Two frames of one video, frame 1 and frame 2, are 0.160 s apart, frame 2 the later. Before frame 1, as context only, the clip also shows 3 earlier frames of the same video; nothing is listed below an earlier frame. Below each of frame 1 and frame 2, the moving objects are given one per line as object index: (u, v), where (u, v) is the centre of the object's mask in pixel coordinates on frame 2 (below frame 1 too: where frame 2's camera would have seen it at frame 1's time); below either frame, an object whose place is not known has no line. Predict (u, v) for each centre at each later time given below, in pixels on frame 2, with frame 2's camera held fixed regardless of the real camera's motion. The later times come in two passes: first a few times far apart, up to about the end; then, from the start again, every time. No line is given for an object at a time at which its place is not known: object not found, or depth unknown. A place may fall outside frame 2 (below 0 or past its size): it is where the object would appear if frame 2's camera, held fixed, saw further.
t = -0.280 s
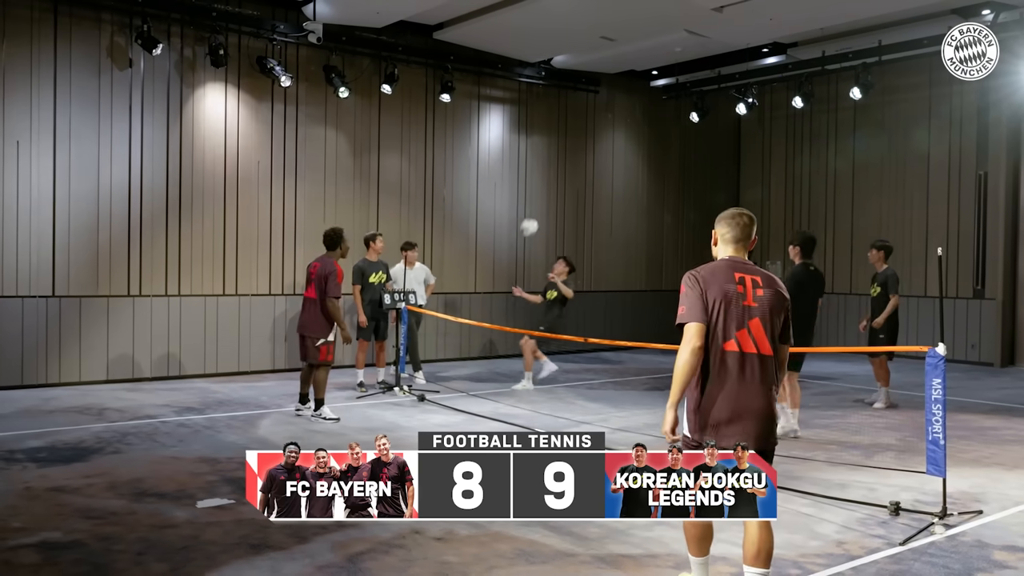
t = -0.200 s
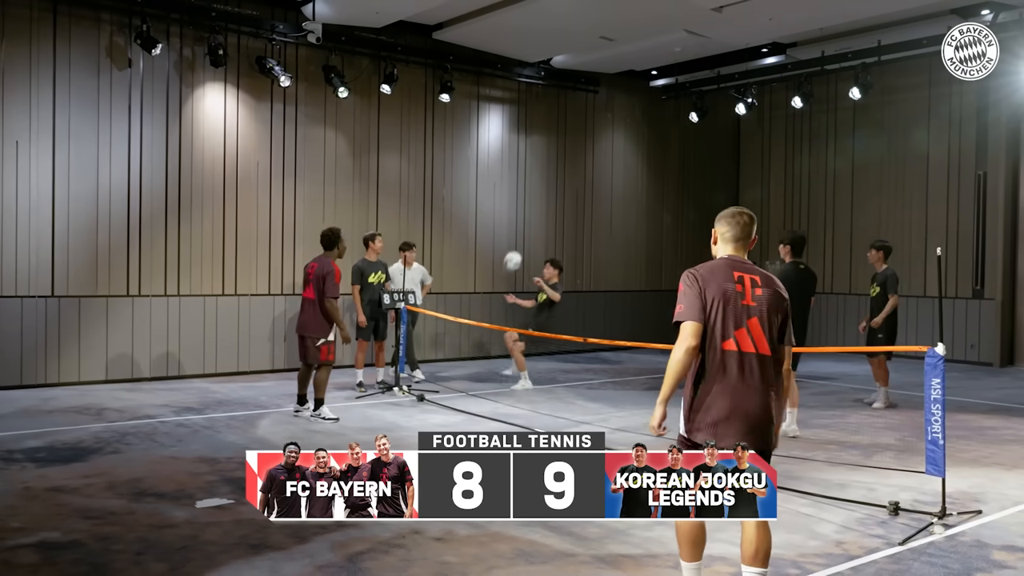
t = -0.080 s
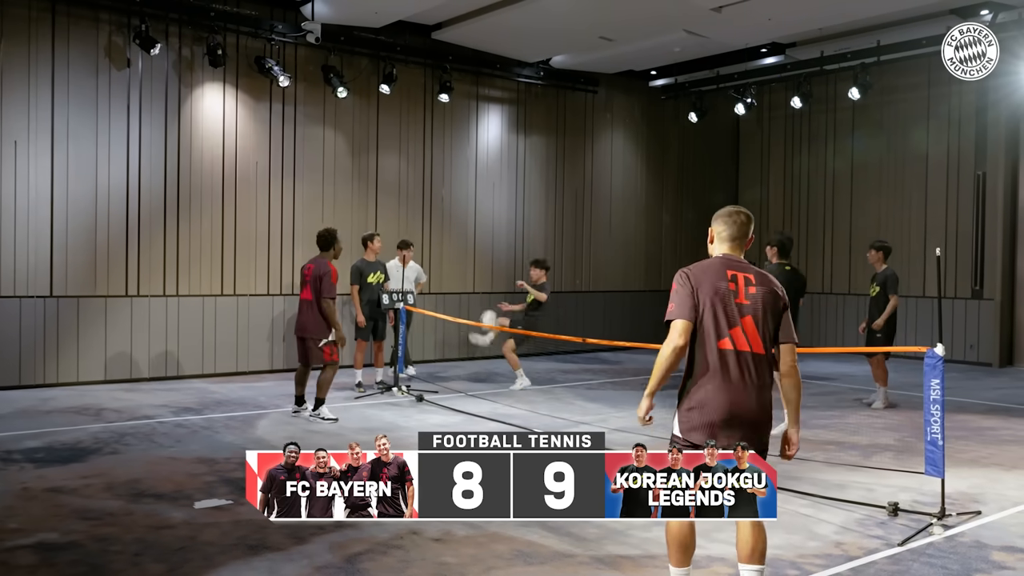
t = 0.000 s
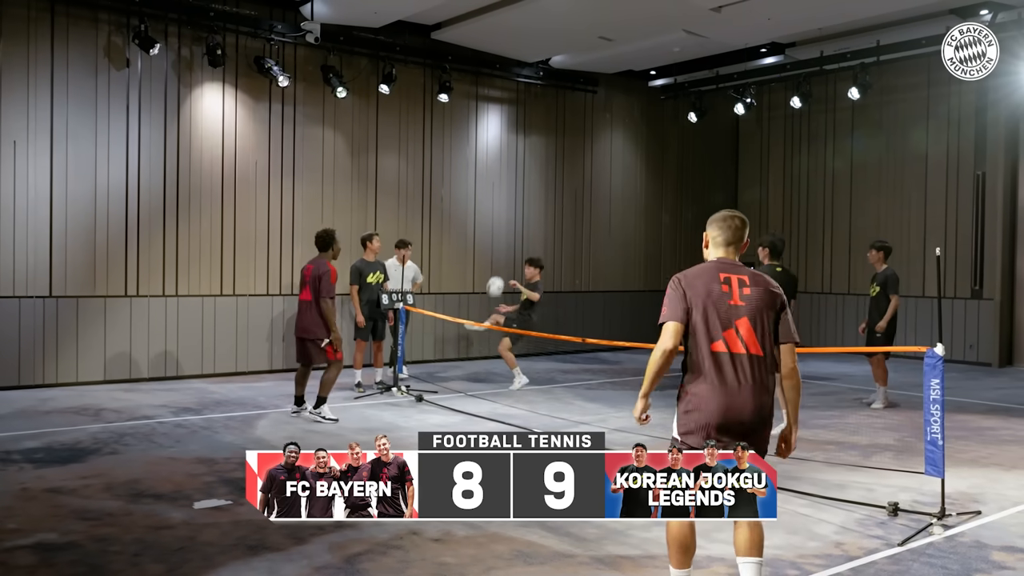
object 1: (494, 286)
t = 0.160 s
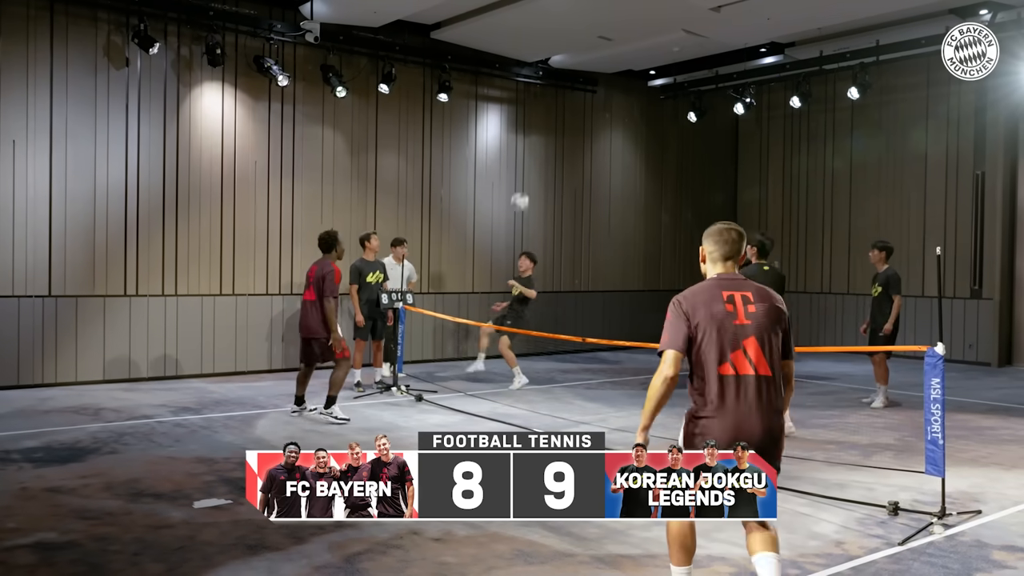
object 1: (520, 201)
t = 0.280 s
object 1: (539, 151)
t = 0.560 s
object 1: (583, 82)
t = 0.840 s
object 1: (626, 83)
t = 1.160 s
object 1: (674, 173)
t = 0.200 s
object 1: (526, 183)
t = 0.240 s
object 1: (532, 167)
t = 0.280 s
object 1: (539, 151)
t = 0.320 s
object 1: (545, 137)
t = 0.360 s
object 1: (551, 125)
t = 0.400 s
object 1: (557, 114)
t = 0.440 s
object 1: (564, 104)
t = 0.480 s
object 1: (570, 95)
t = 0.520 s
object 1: (576, 88)
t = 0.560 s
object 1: (583, 82)
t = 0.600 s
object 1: (589, 78)
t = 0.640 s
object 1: (595, 76)
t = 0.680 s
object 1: (601, 75)
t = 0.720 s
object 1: (608, 75)
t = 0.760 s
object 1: (614, 75)
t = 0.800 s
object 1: (620, 79)
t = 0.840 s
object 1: (626, 83)
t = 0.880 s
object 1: (633, 89)
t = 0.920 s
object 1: (639, 96)
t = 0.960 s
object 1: (645, 105)
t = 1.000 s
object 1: (651, 116)
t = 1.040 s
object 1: (657, 127)
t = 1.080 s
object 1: (663, 141)
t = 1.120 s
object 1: (669, 156)
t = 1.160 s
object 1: (674, 173)
